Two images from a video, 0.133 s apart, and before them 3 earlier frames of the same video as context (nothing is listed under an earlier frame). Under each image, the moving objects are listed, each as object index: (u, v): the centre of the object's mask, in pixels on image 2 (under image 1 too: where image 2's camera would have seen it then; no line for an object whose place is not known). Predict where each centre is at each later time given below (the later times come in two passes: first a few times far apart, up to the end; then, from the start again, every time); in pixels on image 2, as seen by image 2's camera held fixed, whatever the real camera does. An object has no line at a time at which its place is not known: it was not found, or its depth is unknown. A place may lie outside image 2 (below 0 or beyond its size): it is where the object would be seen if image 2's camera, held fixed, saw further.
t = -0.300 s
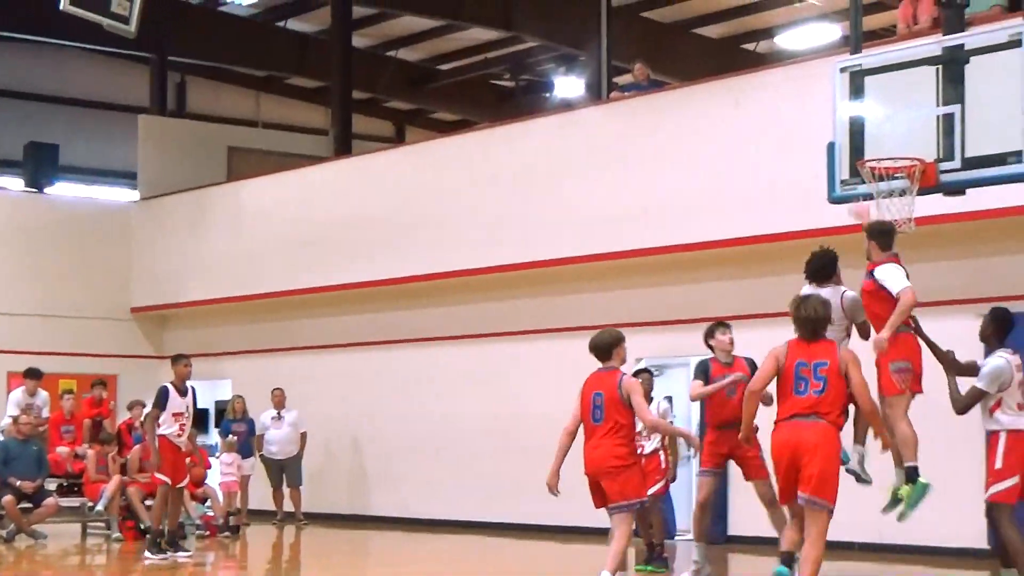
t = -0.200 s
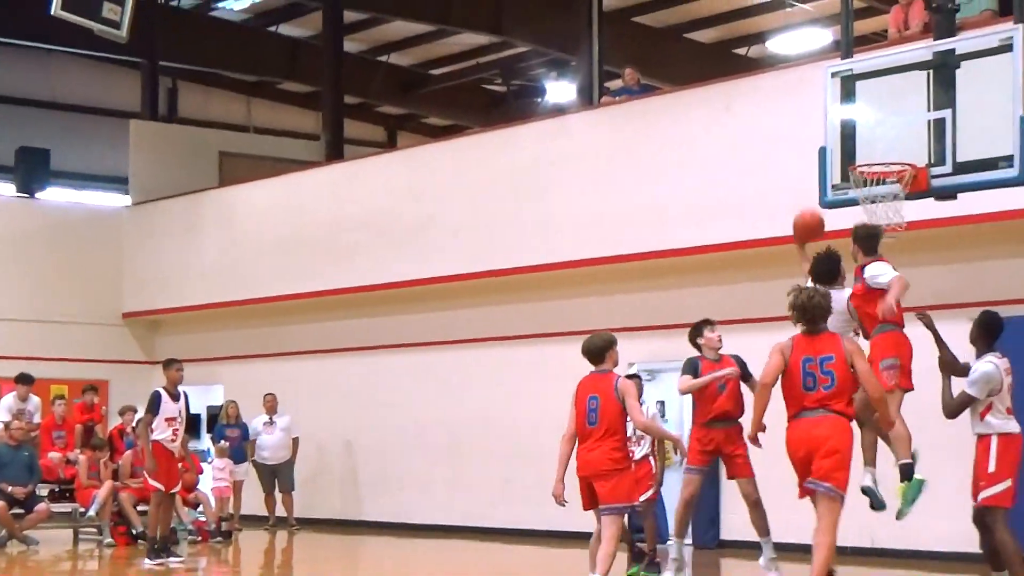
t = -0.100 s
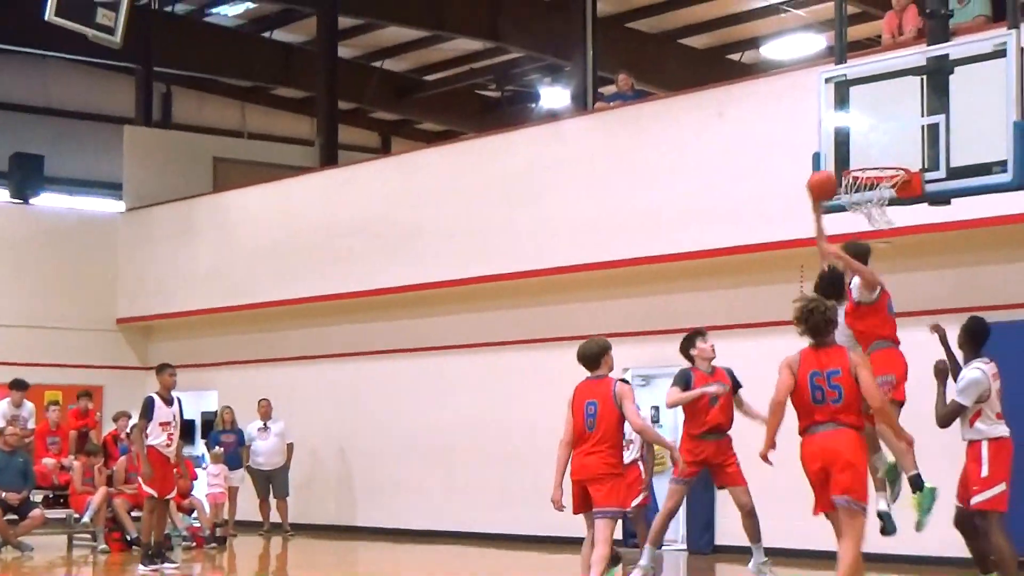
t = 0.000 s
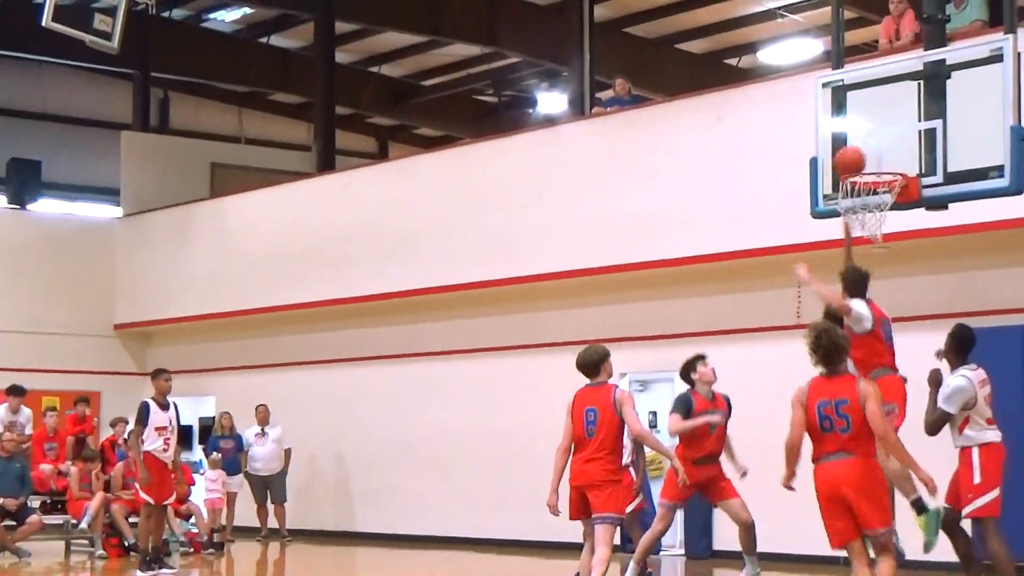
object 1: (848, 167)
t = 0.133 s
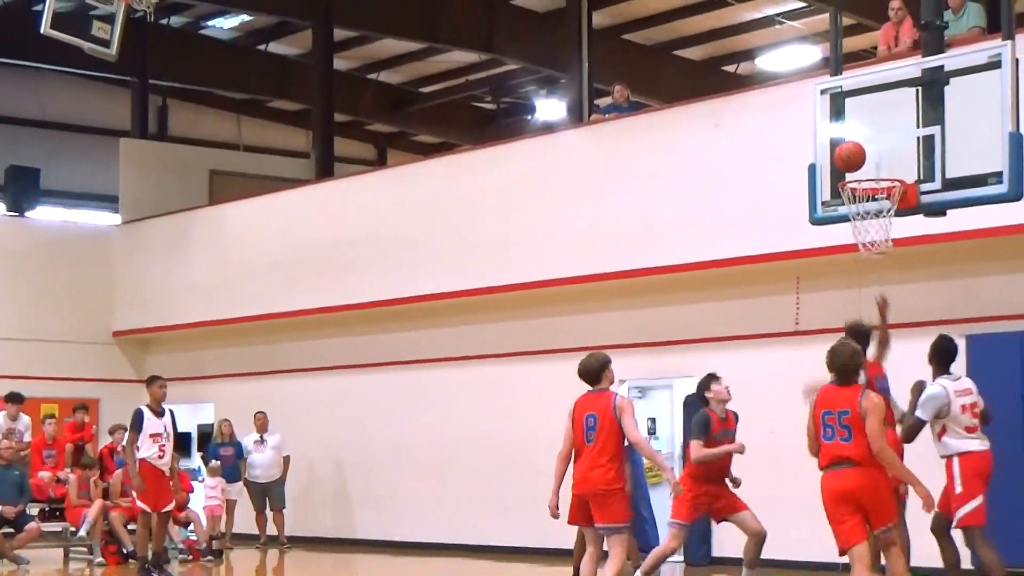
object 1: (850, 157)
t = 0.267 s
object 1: (846, 167)
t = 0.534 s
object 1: (848, 168)
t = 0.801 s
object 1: (869, 204)
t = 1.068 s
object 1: (890, 305)
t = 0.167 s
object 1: (849, 157)
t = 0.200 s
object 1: (848, 160)
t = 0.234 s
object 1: (848, 163)
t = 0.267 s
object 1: (846, 167)
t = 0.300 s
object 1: (846, 168)
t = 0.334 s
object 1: (846, 166)
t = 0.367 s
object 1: (846, 164)
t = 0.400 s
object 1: (846, 164)
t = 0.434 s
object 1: (846, 165)
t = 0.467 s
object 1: (846, 167)
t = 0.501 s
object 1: (847, 169)
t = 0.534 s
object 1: (848, 168)
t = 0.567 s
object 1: (850, 169)
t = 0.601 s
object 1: (853, 170)
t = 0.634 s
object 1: (855, 174)
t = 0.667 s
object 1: (858, 175)
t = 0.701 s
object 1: (861, 177)
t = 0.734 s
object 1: (863, 190)
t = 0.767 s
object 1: (866, 197)
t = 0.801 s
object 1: (869, 204)
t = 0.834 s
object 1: (872, 215)
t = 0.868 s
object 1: (875, 225)
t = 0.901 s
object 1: (877, 234)
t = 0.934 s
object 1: (881, 246)
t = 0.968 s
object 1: (883, 258)
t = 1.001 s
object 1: (885, 272)
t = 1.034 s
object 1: (887, 288)
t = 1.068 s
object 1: (890, 305)
